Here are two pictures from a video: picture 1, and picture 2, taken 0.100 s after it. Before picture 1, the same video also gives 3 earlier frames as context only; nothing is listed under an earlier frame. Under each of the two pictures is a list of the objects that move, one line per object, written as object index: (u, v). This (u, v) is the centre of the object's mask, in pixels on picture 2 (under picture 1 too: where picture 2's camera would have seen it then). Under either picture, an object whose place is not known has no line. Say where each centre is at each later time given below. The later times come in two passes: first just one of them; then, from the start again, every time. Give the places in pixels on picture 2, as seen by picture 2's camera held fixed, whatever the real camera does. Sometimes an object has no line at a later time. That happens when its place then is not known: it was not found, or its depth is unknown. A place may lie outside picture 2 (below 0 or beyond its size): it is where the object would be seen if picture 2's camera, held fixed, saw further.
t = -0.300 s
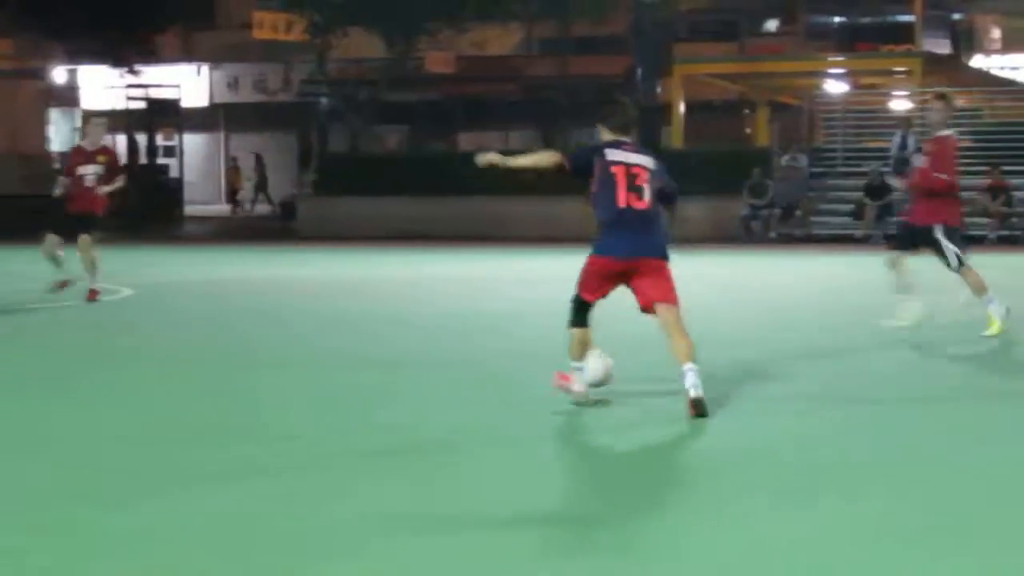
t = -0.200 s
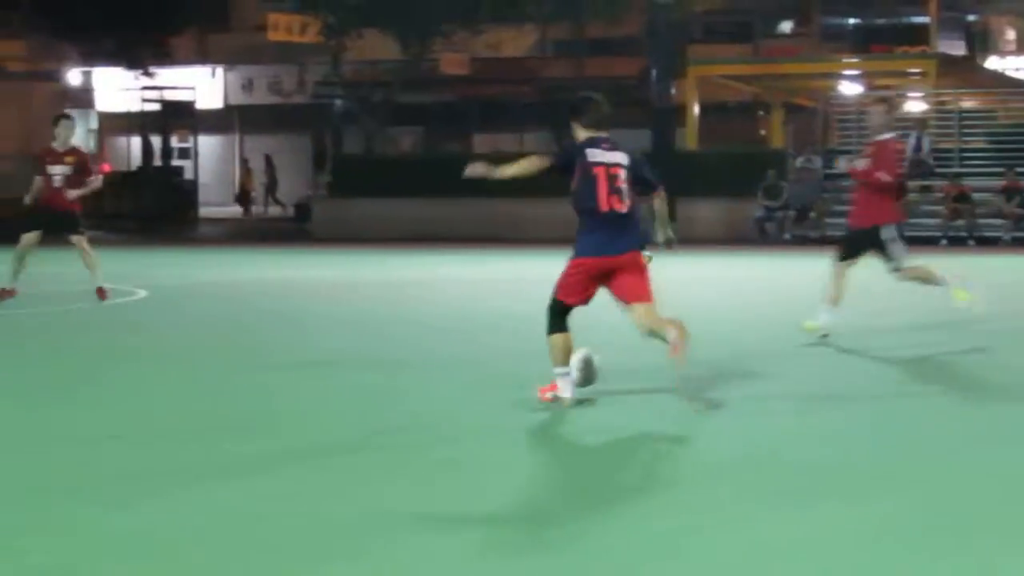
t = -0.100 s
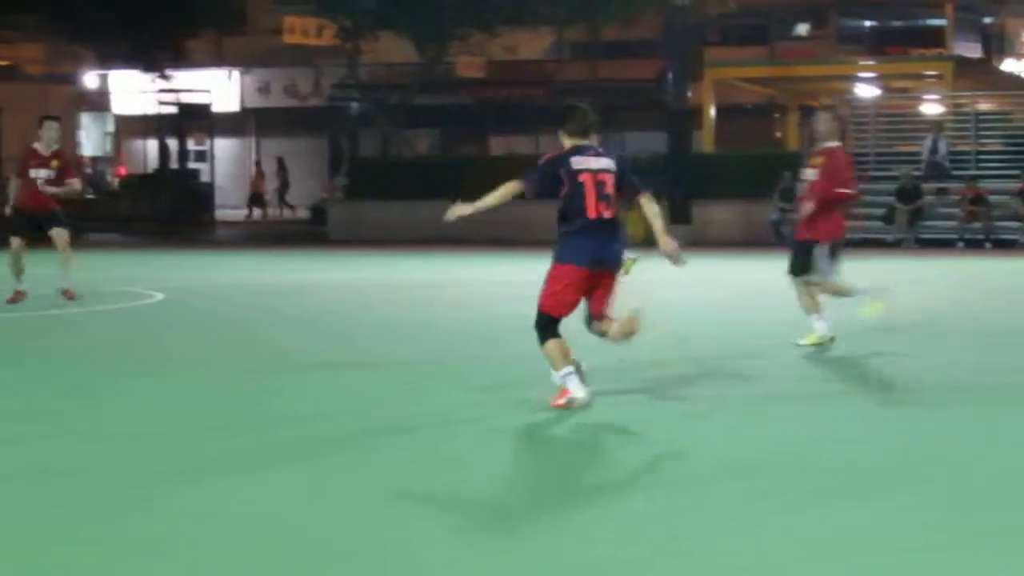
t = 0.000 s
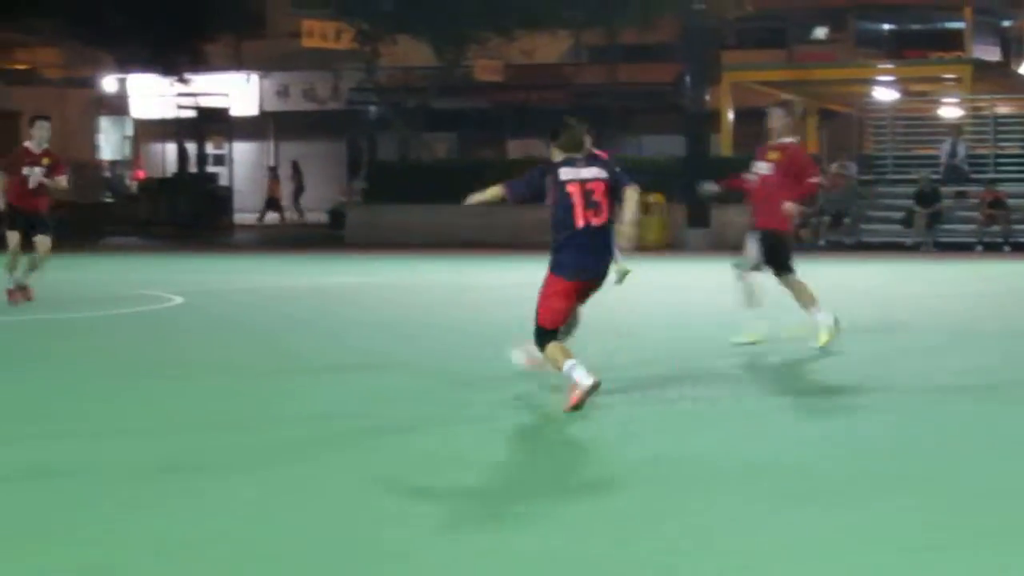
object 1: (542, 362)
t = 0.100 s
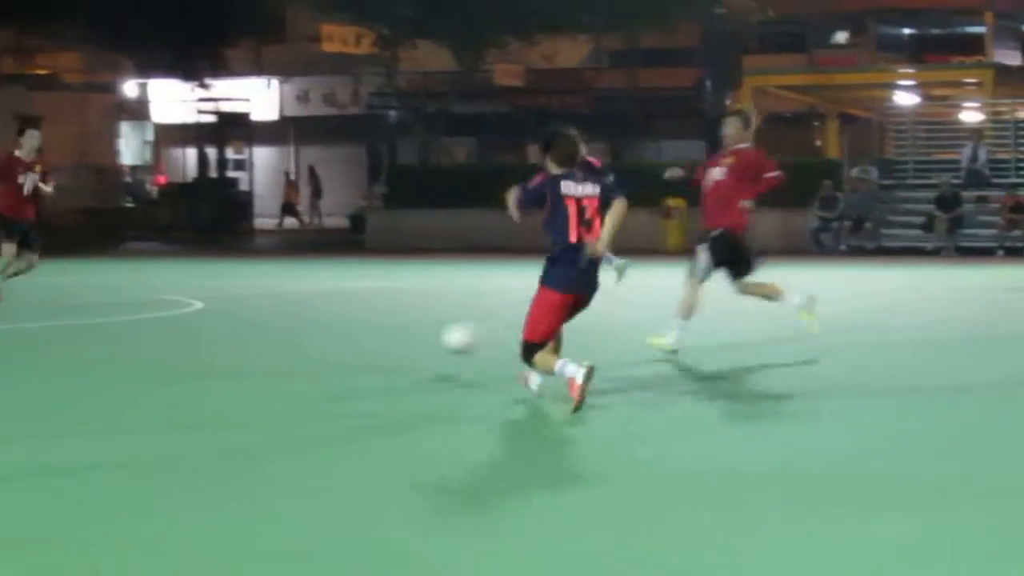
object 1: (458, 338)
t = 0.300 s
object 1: (361, 315)
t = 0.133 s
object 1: (436, 335)
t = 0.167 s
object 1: (414, 334)
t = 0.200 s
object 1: (397, 335)
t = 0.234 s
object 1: (383, 330)
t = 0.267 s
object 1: (371, 320)
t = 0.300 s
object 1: (361, 315)
